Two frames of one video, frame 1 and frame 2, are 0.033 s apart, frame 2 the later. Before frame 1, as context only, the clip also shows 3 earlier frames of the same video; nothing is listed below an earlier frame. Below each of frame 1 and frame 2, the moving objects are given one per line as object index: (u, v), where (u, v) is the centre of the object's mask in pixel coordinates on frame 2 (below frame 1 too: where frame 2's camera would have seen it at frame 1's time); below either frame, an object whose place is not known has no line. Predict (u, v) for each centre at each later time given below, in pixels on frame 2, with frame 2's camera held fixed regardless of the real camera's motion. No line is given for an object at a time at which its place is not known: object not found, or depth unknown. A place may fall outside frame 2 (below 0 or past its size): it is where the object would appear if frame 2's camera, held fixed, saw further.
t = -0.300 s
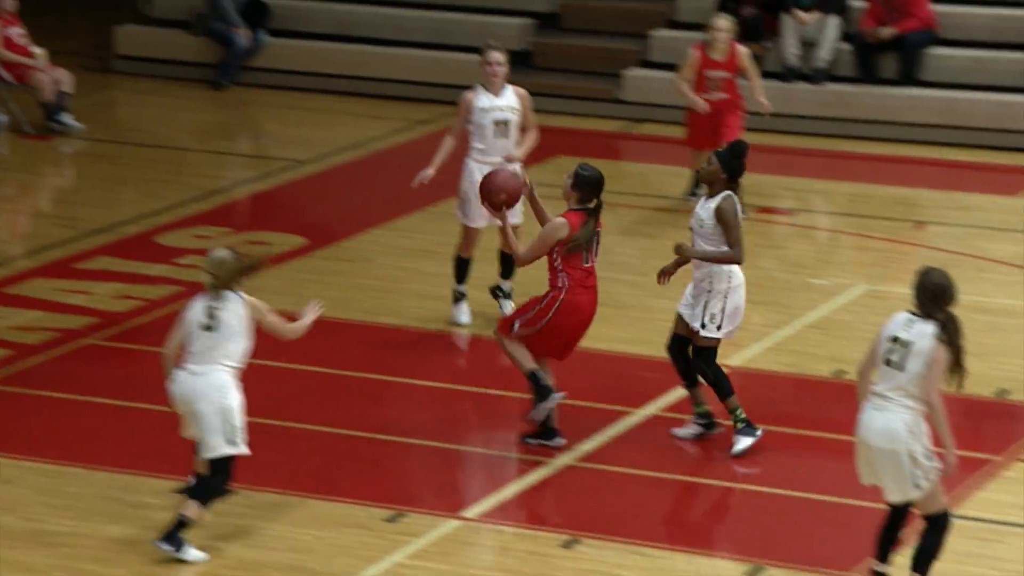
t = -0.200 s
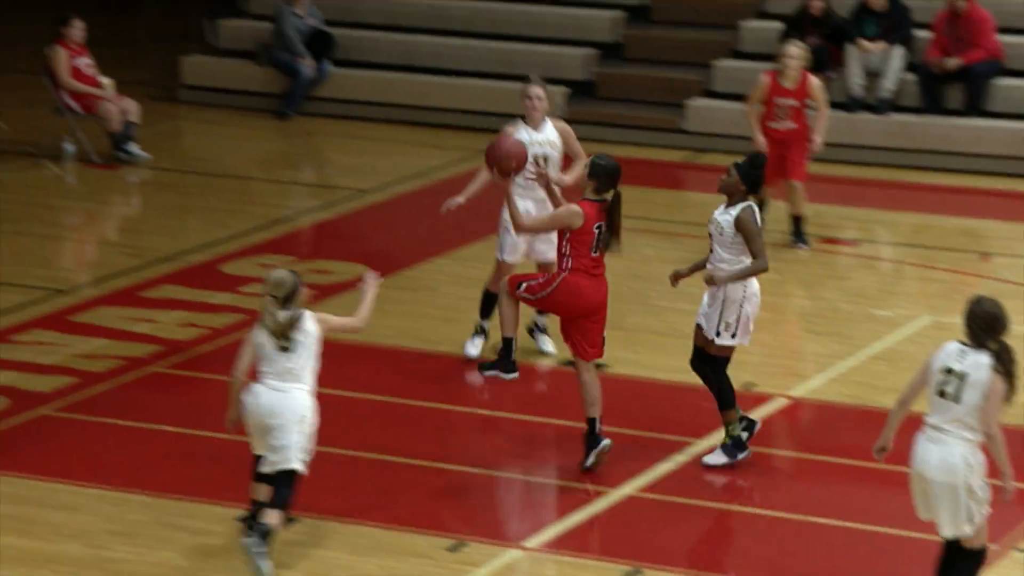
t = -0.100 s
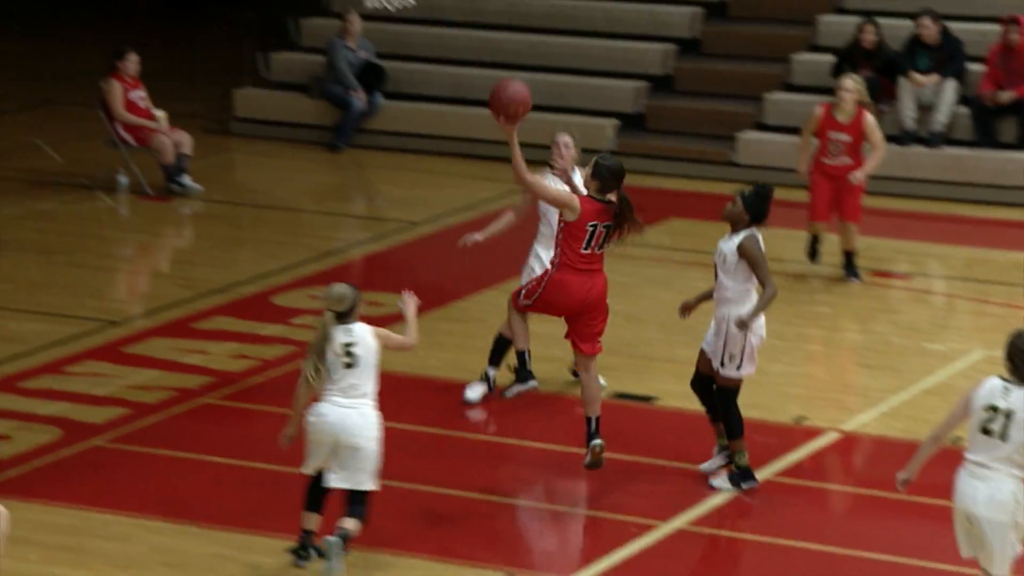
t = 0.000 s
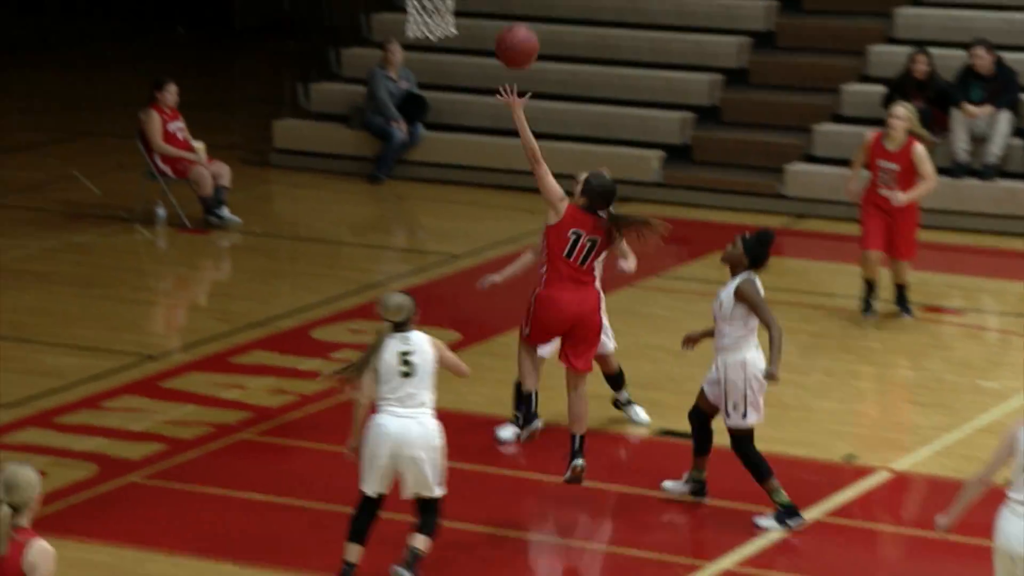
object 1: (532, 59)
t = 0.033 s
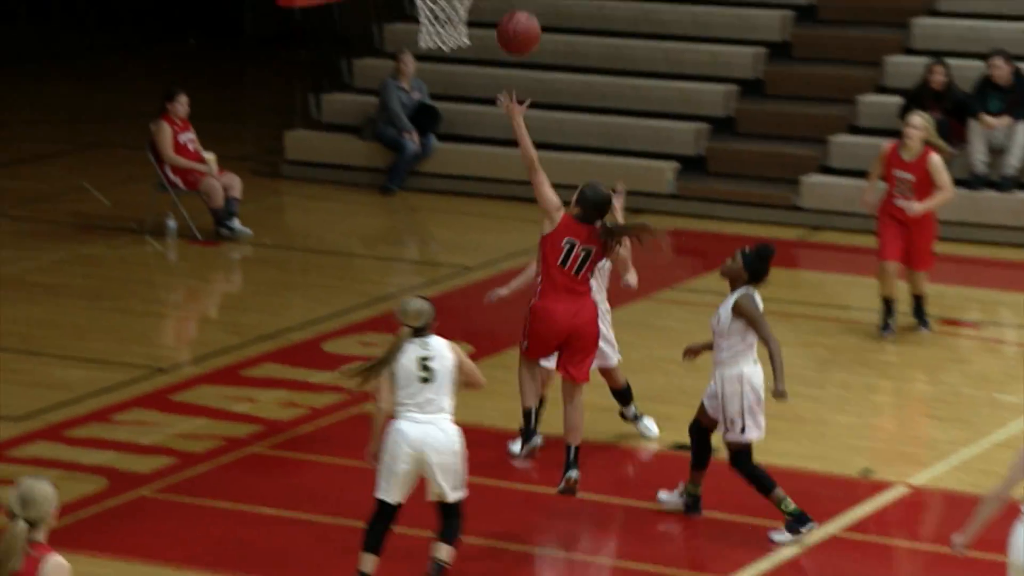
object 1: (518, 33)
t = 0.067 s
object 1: (506, 10)
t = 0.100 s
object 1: (493, -6)
